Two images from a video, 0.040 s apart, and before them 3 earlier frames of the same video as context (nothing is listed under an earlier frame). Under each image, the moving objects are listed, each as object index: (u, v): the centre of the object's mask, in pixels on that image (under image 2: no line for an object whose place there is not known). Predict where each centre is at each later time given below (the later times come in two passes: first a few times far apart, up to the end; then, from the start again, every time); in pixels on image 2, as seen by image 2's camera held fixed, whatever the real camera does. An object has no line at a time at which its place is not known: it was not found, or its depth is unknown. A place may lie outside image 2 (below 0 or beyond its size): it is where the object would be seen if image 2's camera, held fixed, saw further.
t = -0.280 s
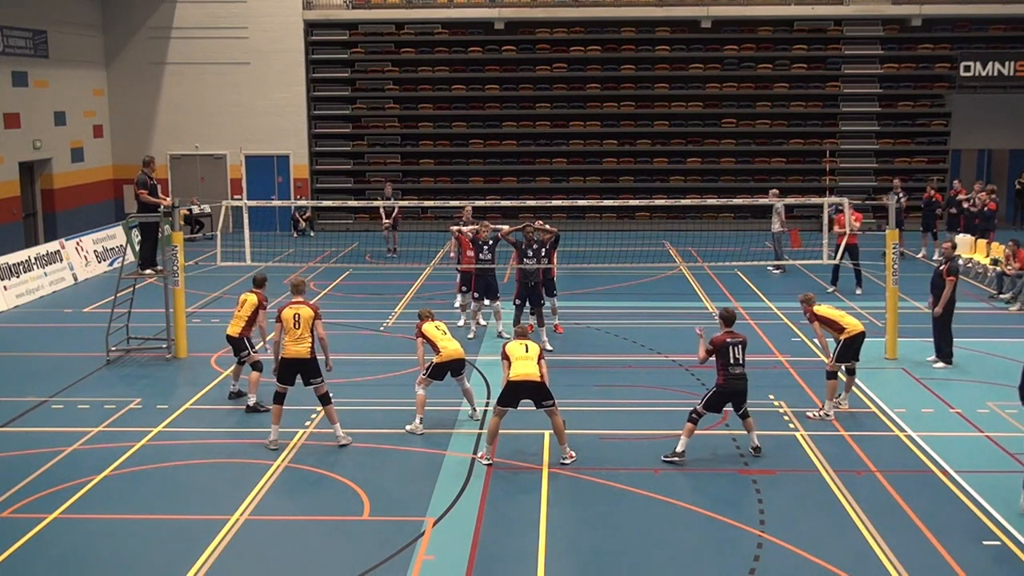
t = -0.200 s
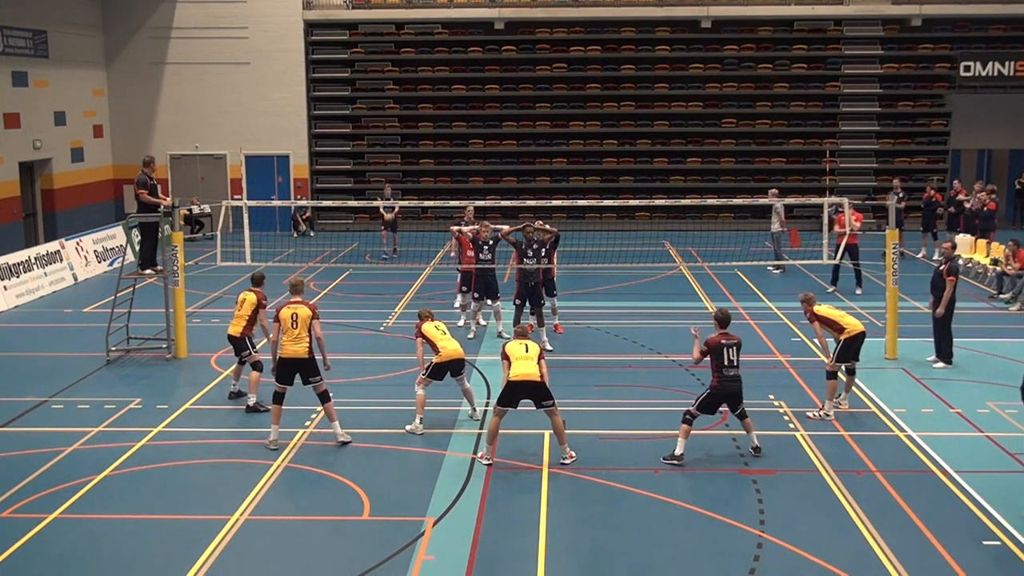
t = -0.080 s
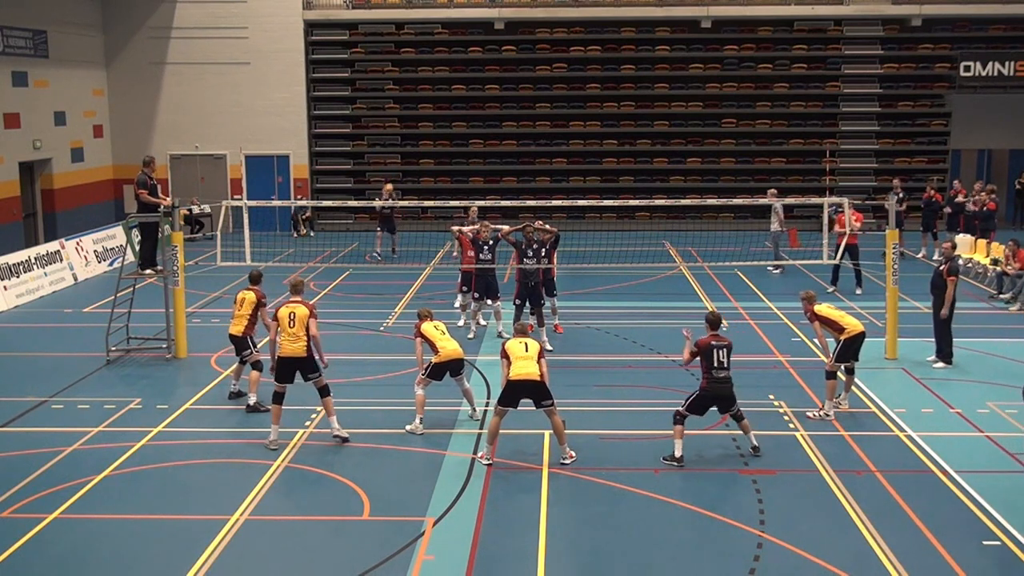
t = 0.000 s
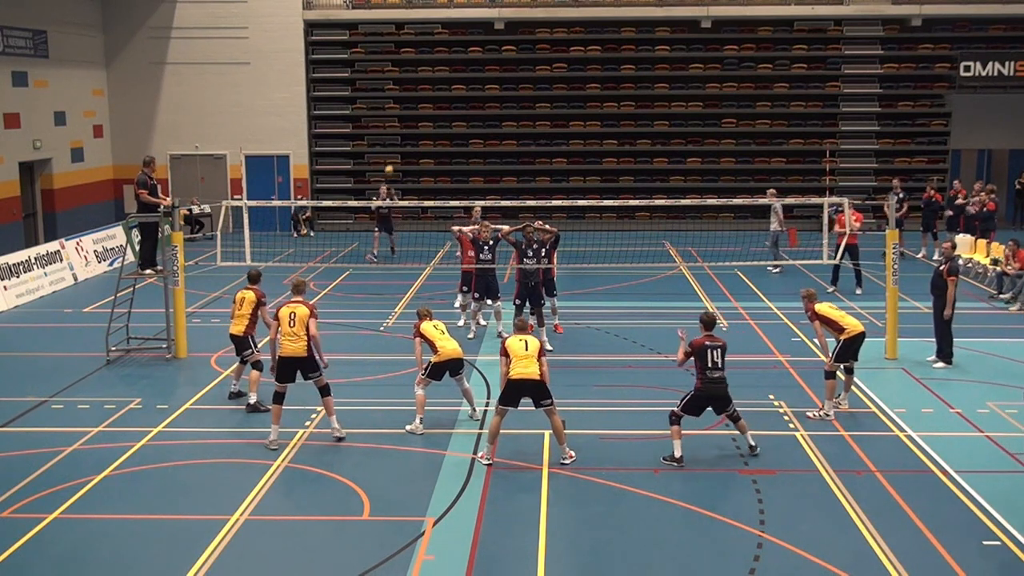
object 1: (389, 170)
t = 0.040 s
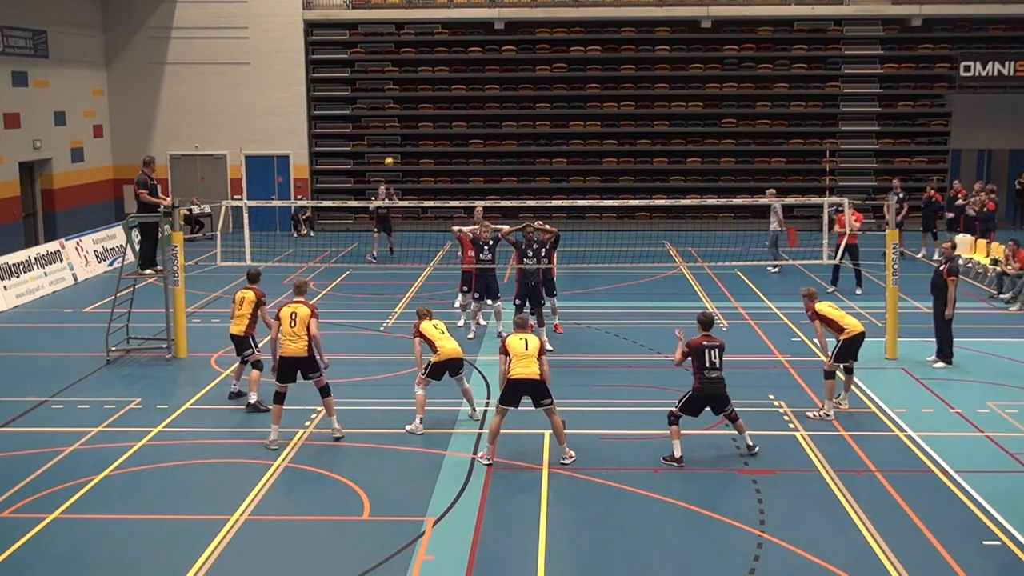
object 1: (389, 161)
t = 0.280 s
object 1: (388, 125)
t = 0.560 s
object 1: (388, 116)
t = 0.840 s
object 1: (389, 138)
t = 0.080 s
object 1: (388, 154)
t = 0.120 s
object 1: (388, 147)
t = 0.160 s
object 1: (388, 141)
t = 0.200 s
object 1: (388, 135)
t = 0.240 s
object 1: (388, 131)
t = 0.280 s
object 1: (388, 125)
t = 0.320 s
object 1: (388, 123)
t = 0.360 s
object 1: (388, 120)
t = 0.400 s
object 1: (388, 117)
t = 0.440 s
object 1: (388, 116)
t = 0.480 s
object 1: (388, 116)
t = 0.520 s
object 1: (388, 115)
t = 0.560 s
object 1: (388, 116)
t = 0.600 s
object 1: (389, 117)
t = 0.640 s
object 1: (389, 118)
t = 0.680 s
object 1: (389, 122)
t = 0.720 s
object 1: (389, 124)
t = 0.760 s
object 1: (389, 128)
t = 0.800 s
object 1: (389, 133)
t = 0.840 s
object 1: (389, 138)
